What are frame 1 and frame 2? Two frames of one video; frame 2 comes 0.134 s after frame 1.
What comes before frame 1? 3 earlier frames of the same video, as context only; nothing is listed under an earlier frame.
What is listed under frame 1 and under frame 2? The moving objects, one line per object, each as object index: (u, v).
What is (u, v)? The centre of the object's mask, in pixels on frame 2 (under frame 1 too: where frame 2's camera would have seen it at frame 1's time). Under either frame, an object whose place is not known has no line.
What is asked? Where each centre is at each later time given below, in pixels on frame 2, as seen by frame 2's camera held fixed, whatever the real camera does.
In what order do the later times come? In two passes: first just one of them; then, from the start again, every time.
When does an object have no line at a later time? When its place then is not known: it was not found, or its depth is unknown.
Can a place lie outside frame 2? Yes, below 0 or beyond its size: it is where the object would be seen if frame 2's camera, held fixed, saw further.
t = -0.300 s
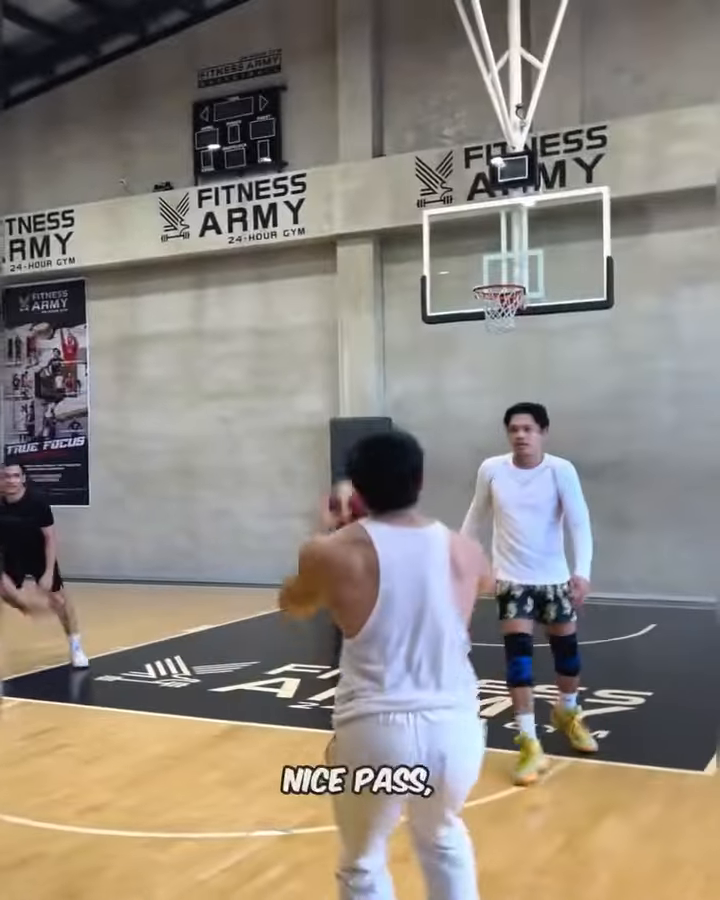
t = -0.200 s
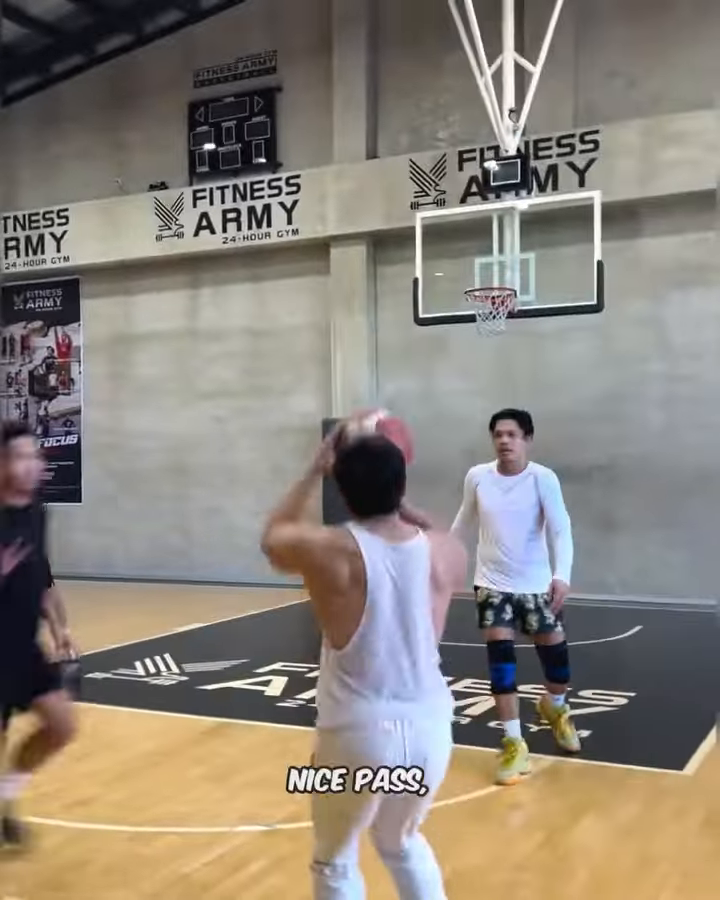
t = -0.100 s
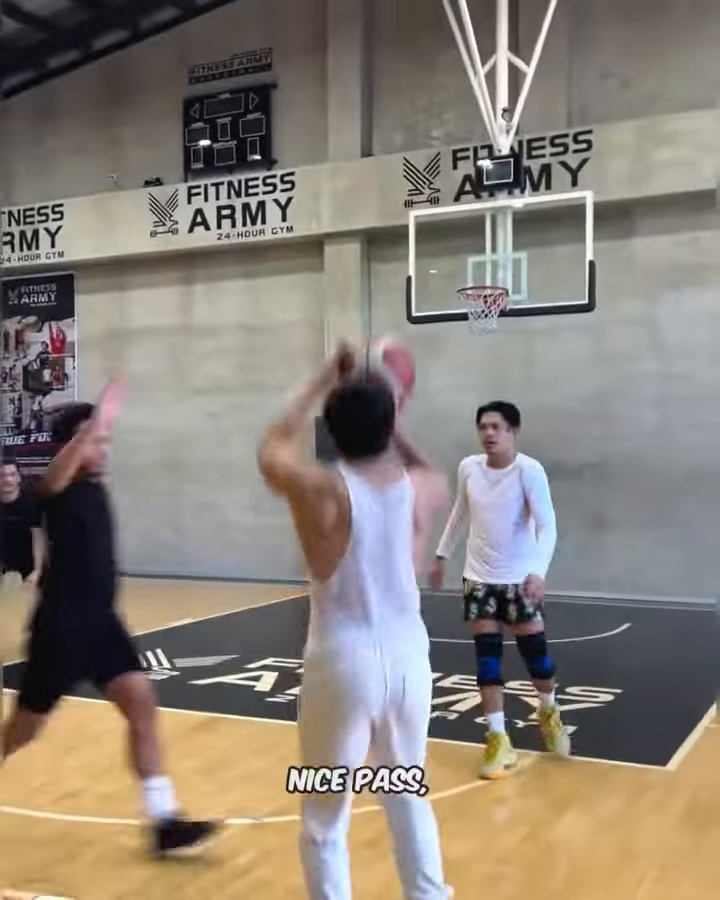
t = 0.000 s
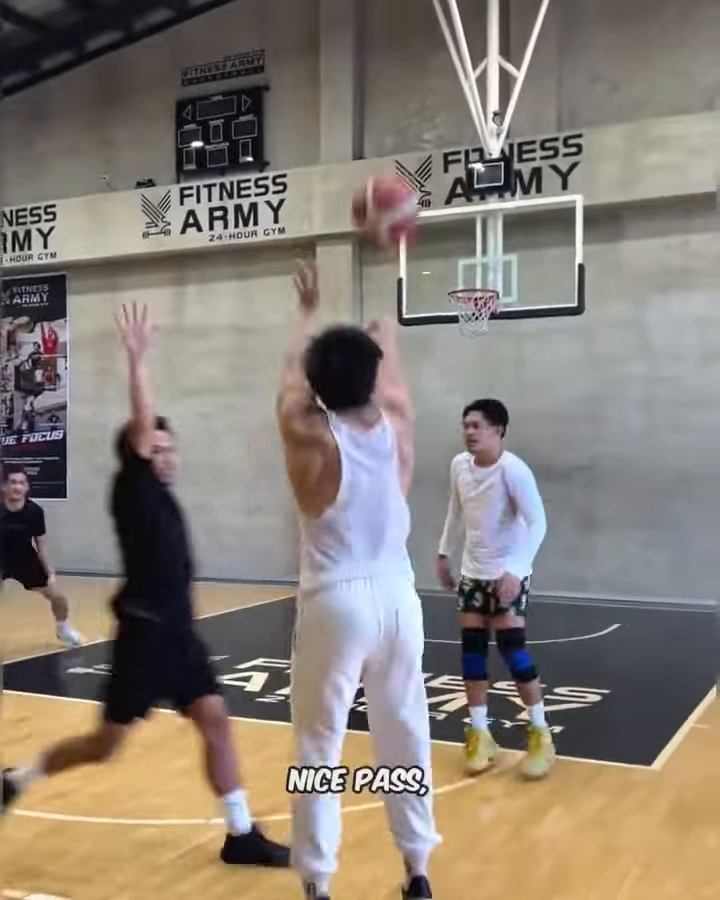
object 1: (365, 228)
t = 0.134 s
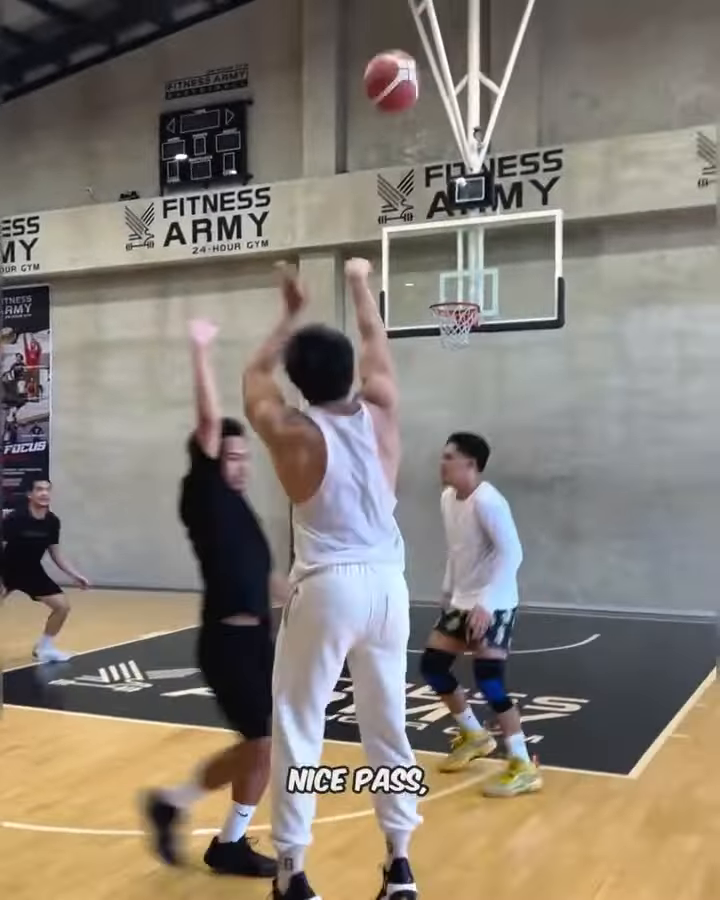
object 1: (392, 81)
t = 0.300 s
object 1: (416, 9)
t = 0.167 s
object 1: (397, 60)
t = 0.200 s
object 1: (401, 42)
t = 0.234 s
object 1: (407, 27)
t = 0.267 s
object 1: (412, 15)
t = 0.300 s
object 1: (416, 9)
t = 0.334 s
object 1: (420, 3)
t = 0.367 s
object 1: (423, -1)
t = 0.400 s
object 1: (427, -3)
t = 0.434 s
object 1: (431, -4)
